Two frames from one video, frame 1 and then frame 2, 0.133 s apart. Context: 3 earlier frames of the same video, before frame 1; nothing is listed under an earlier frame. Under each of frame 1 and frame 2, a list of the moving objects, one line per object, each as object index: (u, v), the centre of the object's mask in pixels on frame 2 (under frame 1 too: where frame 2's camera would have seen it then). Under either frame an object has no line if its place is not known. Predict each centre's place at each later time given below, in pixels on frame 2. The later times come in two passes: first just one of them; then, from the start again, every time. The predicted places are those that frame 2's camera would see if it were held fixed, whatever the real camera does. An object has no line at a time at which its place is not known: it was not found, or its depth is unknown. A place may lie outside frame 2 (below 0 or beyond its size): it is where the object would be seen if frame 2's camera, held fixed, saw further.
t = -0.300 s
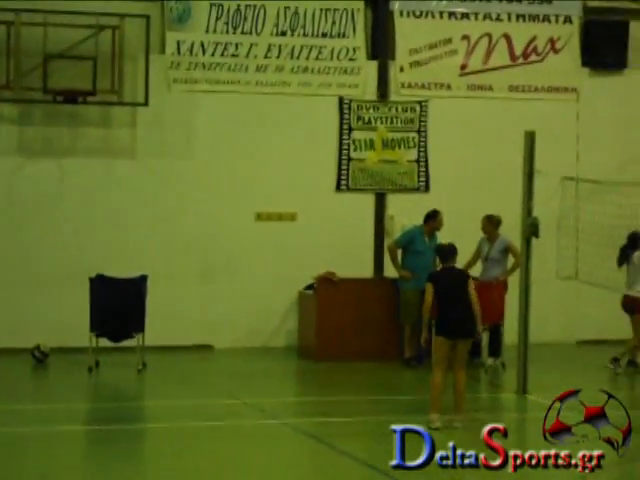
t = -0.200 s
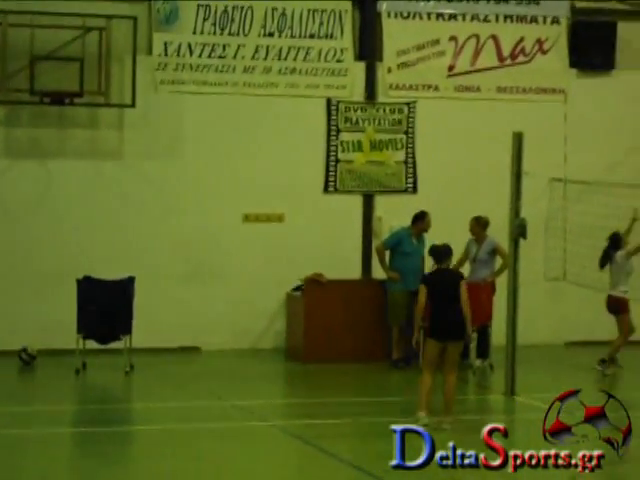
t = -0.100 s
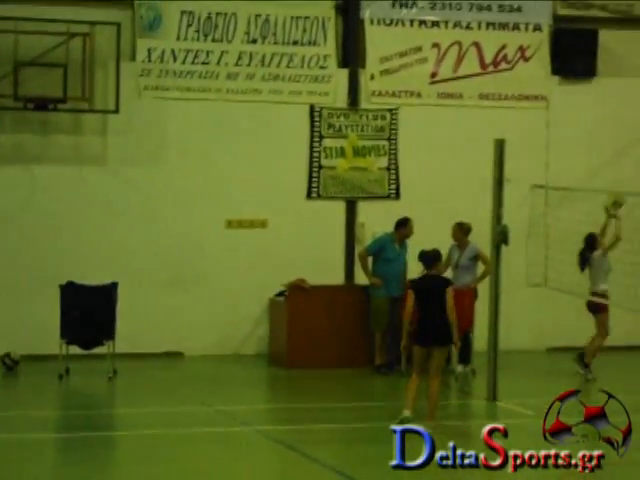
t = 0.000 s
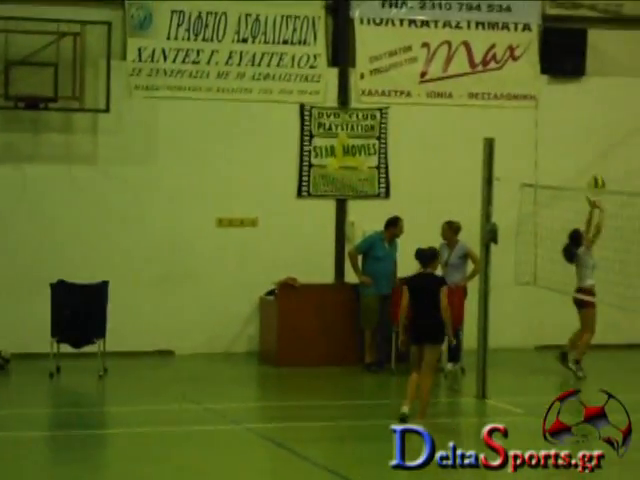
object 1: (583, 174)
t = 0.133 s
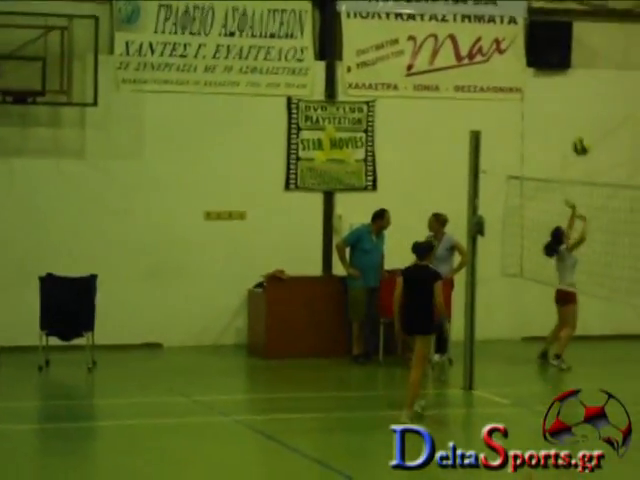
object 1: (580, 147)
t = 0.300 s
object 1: (579, 130)
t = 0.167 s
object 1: (580, 141)
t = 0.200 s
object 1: (579, 137)
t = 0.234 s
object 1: (579, 134)
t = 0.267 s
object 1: (580, 131)
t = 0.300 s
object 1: (579, 130)
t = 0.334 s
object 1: (579, 129)
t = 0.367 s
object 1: (578, 129)
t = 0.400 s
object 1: (578, 130)
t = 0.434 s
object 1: (577, 133)
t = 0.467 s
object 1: (576, 136)
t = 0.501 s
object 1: (576, 140)
